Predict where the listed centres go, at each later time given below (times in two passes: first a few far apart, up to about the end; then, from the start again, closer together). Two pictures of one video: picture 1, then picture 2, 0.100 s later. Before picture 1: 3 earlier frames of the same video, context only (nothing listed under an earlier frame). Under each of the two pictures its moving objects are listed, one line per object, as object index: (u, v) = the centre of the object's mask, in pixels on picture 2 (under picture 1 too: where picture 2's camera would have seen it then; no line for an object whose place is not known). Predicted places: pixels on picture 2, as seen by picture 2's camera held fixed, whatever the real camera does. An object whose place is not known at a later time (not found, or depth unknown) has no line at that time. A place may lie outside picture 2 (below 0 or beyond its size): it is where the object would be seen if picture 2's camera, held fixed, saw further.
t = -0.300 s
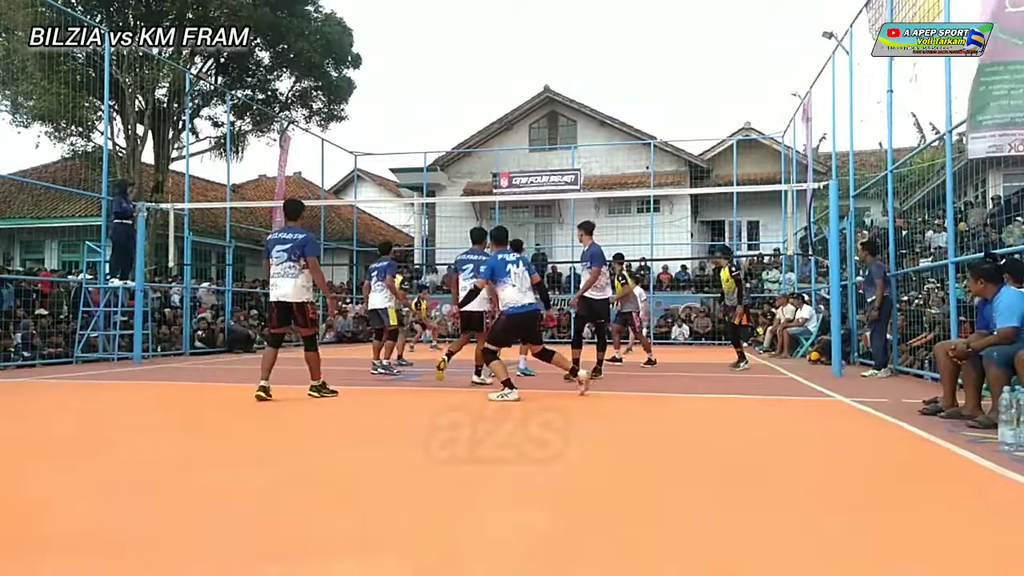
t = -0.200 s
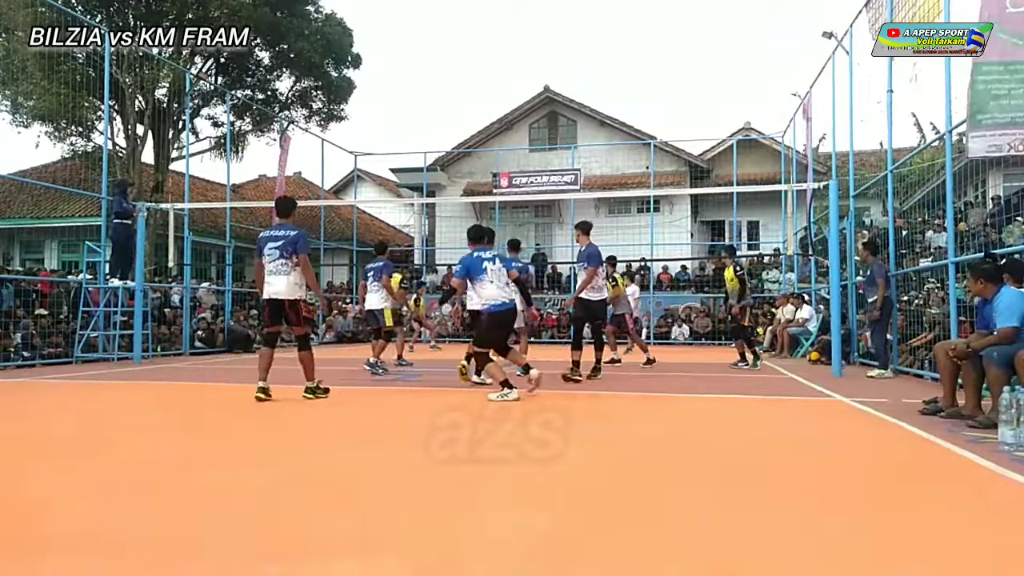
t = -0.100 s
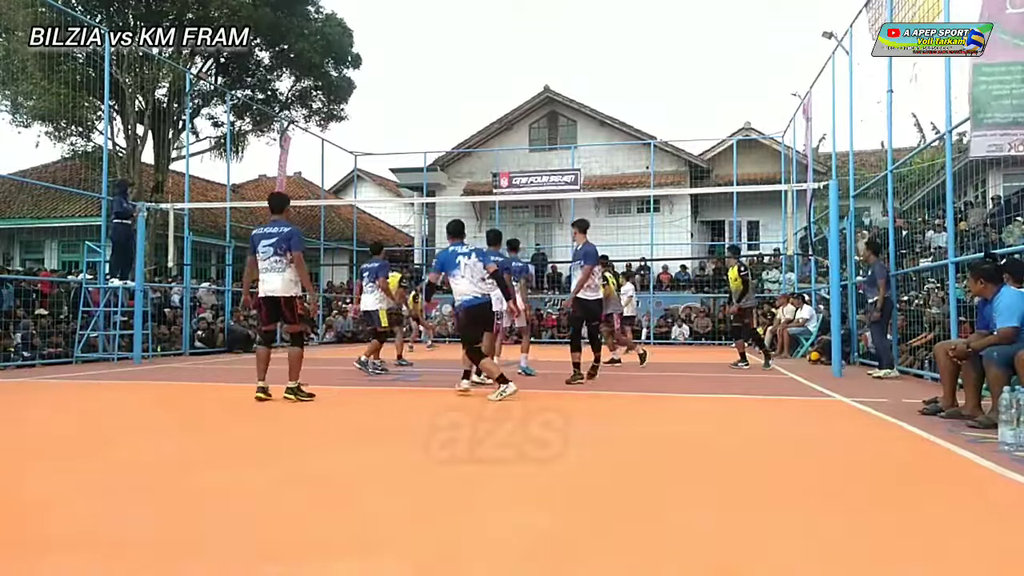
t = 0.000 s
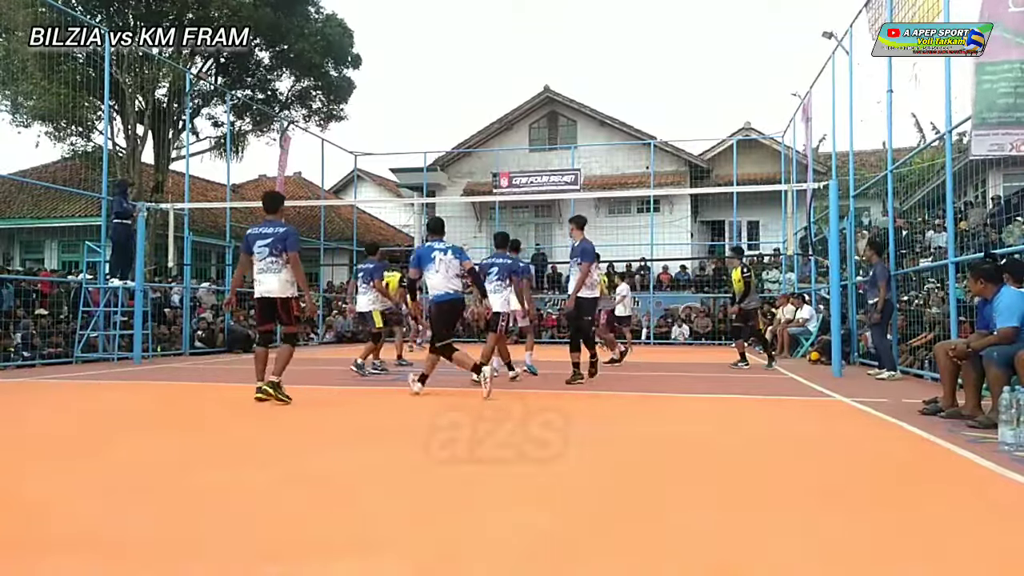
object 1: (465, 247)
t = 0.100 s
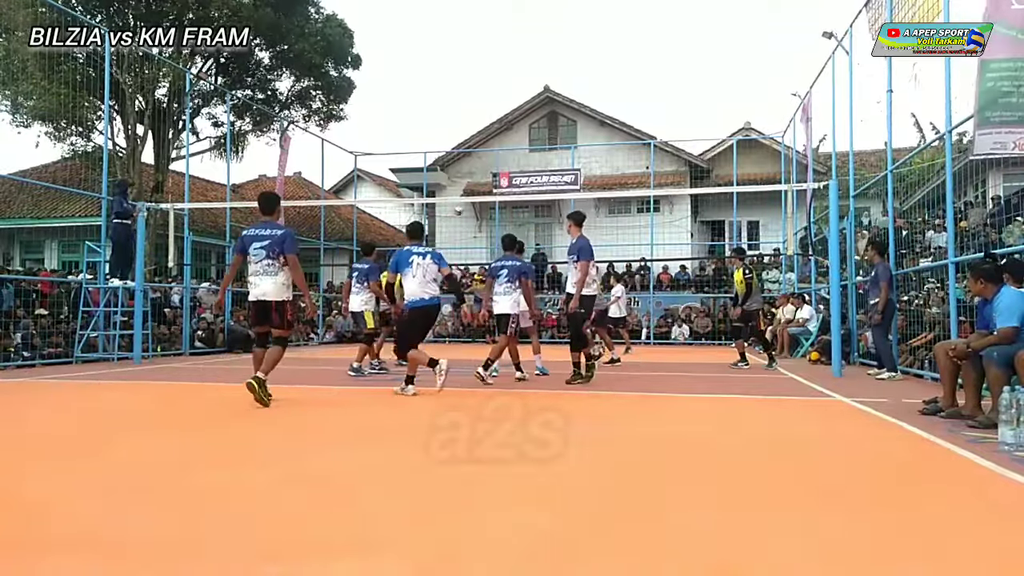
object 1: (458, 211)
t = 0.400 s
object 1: (435, 123)
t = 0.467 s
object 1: (430, 109)
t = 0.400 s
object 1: (435, 123)
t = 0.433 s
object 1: (432, 116)
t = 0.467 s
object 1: (430, 109)
